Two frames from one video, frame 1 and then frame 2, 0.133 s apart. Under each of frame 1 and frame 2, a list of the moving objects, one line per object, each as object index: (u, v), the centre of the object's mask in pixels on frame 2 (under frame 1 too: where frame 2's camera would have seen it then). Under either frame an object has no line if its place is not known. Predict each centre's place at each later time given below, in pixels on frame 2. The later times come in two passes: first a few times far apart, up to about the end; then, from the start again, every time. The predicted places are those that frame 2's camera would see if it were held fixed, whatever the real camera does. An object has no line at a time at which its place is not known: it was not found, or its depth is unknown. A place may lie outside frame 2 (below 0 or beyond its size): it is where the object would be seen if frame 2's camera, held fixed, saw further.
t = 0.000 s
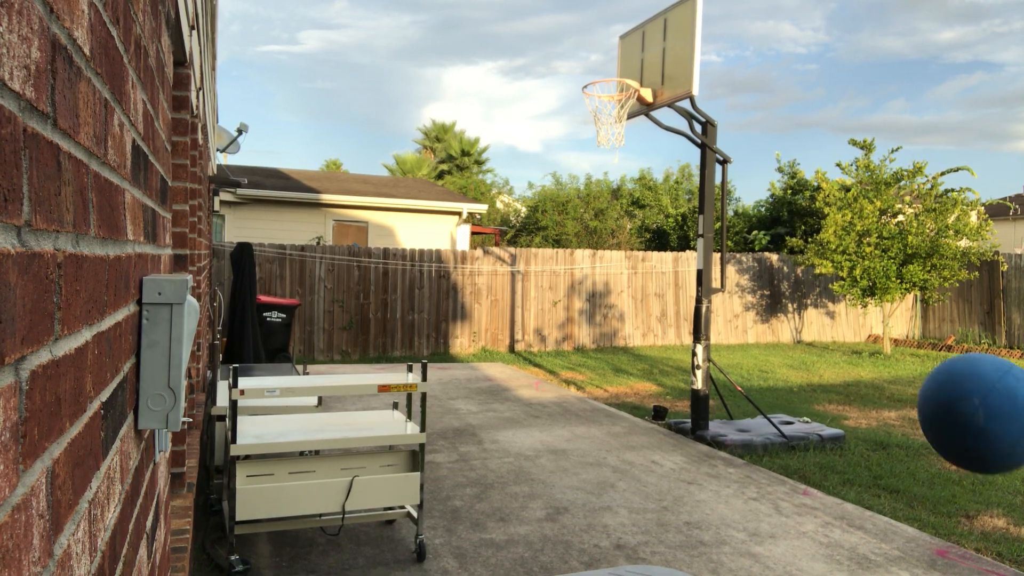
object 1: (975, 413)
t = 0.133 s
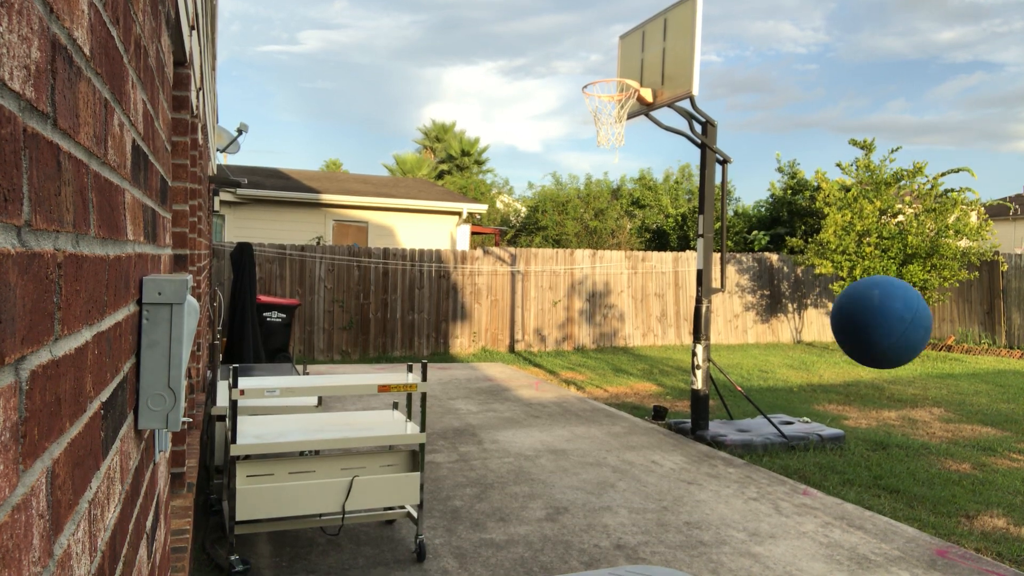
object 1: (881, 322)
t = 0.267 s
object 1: (811, 320)
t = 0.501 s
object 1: (726, 428)
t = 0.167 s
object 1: (861, 315)
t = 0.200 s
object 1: (842, 313)
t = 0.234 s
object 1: (826, 314)
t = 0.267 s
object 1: (811, 320)
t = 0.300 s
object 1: (796, 329)
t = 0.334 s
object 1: (783, 341)
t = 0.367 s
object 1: (770, 355)
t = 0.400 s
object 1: (757, 371)
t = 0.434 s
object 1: (746, 388)
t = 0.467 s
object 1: (736, 407)
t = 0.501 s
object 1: (726, 428)
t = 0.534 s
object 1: (717, 451)
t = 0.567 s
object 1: (708, 475)
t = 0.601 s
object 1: (699, 500)
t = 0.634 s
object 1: (691, 525)
